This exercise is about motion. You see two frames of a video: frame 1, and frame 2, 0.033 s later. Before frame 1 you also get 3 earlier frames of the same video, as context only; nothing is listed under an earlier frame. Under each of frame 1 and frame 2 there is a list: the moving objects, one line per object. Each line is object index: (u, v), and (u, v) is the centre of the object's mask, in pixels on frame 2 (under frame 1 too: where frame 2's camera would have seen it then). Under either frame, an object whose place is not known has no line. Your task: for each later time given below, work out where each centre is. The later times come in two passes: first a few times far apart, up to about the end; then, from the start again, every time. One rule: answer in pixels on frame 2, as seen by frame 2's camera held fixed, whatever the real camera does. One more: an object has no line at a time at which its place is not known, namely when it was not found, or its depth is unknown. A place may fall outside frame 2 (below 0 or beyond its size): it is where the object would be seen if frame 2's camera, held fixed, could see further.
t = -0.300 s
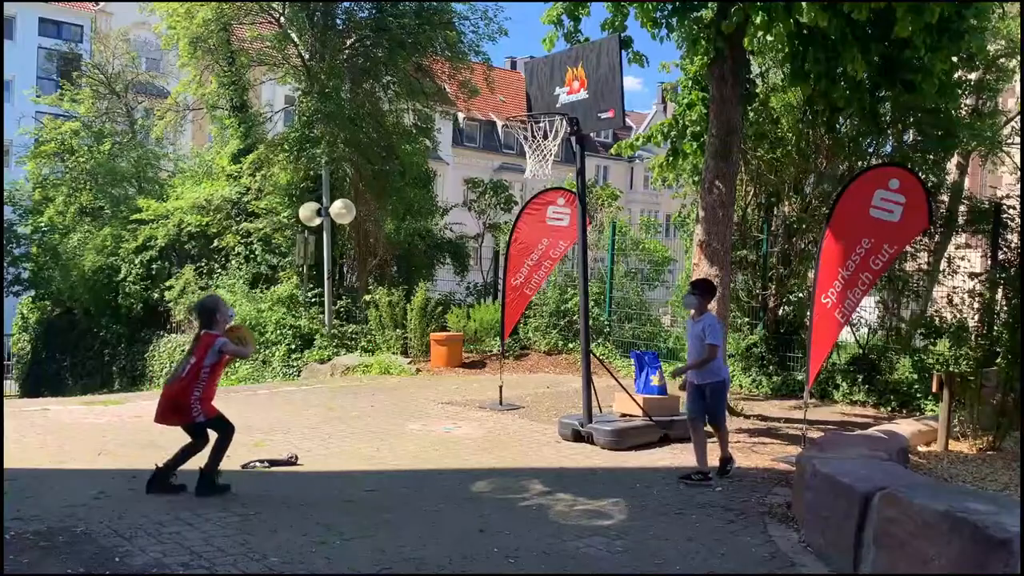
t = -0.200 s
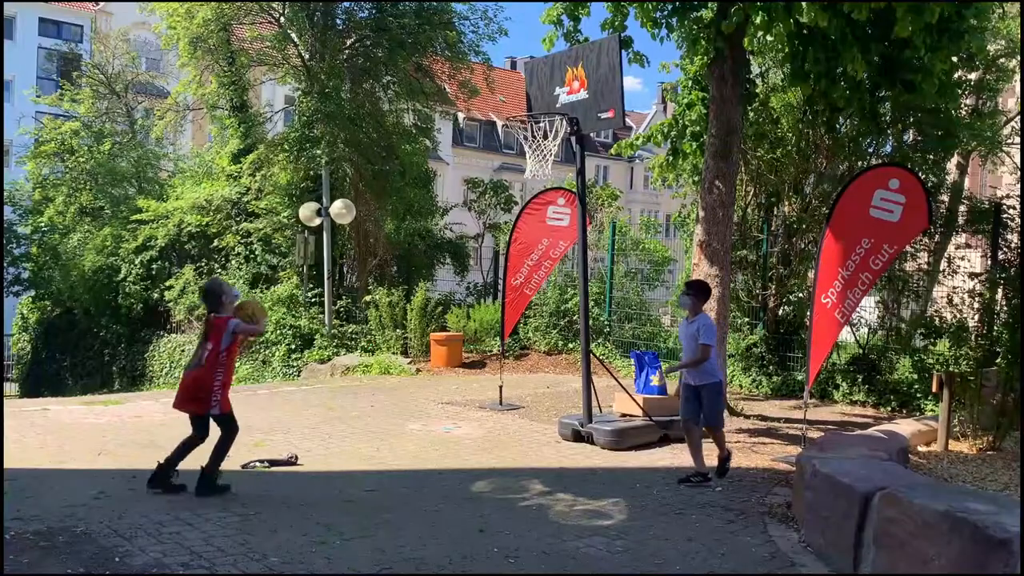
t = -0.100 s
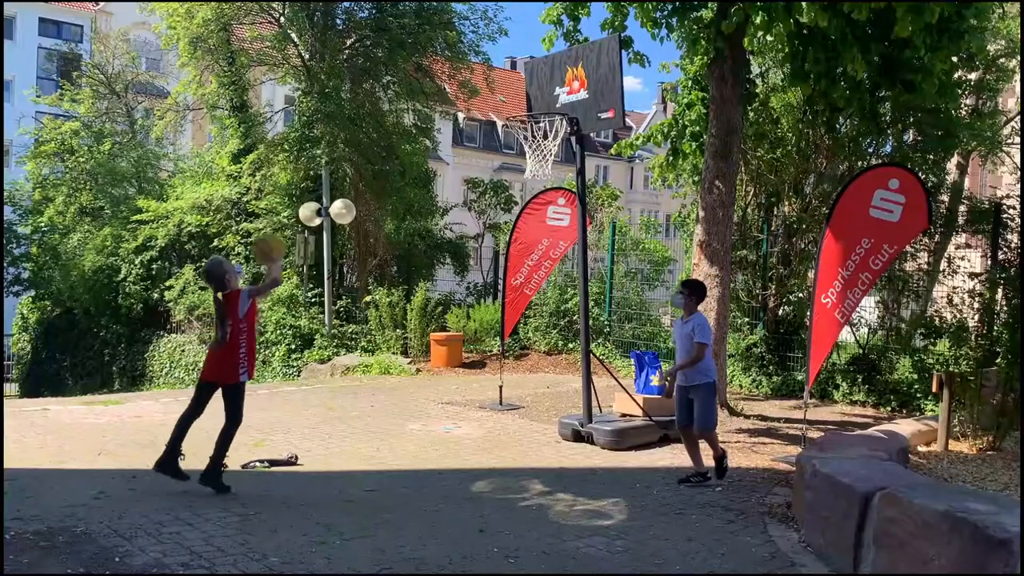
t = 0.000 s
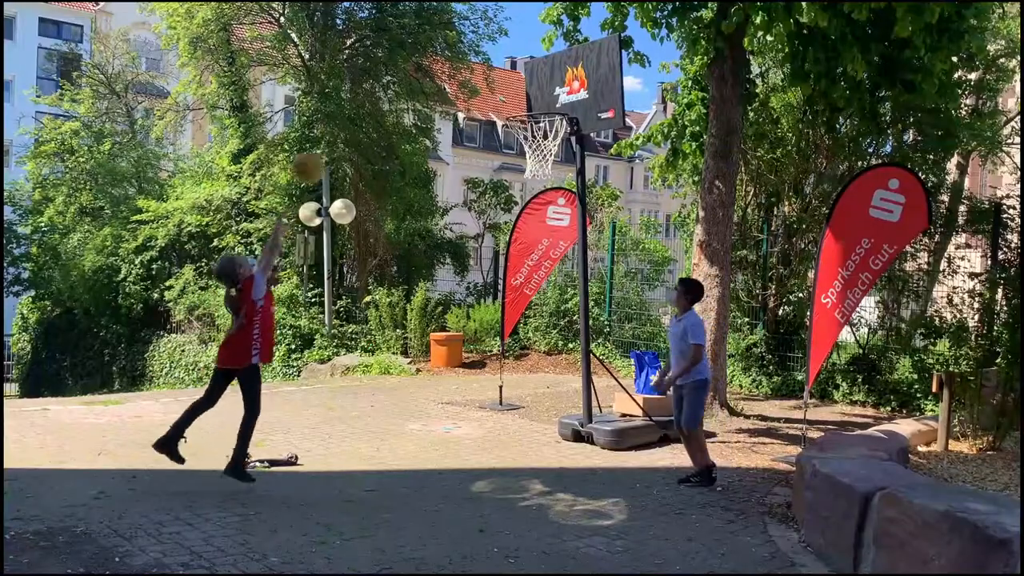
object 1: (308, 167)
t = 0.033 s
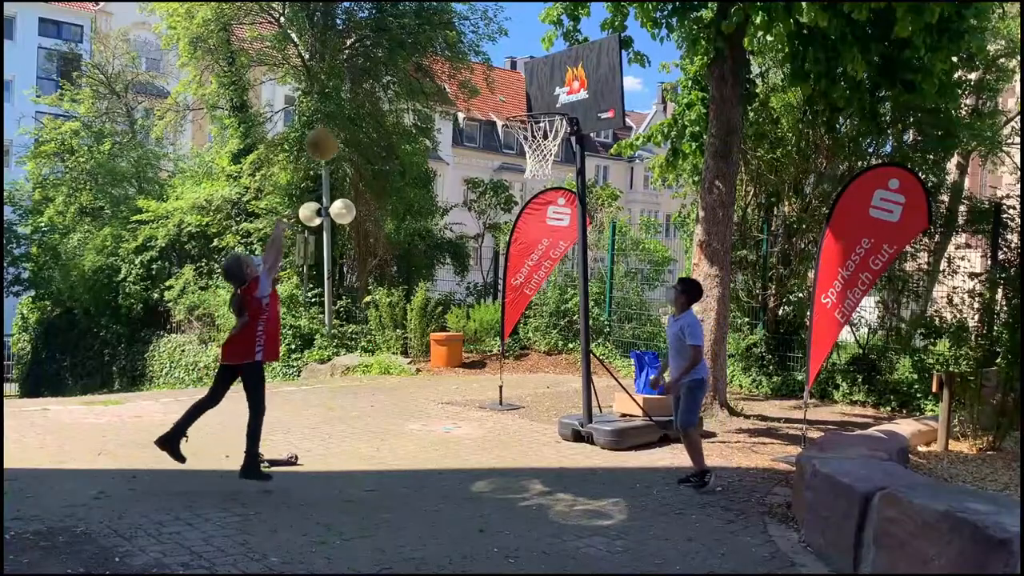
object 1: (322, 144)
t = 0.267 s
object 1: (403, 40)
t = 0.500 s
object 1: (475, 20)
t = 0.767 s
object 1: (542, 88)
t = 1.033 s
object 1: (501, 63)
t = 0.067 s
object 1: (334, 123)
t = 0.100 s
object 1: (346, 105)
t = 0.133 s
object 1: (358, 88)
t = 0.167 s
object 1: (370, 73)
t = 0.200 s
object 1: (382, 60)
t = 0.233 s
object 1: (393, 49)
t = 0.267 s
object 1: (403, 40)
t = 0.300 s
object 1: (415, 32)
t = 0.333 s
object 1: (425, 25)
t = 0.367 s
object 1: (434, 20)
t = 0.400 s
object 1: (446, 19)
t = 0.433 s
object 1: (455, 17)
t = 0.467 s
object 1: (465, 18)
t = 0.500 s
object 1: (475, 20)
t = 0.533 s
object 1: (485, 24)
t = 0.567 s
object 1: (493, 29)
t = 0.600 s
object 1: (502, 36)
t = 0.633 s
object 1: (511, 44)
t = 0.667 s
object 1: (519, 52)
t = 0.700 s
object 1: (527, 62)
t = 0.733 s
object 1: (535, 75)
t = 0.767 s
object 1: (542, 88)
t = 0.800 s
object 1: (549, 101)
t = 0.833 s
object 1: (550, 103)
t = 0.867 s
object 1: (542, 95)
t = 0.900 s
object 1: (535, 86)
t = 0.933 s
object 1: (527, 78)
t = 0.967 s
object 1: (519, 71)
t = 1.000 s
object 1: (511, 65)
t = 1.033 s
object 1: (501, 63)
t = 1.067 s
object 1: (493, 60)
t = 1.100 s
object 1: (485, 59)
